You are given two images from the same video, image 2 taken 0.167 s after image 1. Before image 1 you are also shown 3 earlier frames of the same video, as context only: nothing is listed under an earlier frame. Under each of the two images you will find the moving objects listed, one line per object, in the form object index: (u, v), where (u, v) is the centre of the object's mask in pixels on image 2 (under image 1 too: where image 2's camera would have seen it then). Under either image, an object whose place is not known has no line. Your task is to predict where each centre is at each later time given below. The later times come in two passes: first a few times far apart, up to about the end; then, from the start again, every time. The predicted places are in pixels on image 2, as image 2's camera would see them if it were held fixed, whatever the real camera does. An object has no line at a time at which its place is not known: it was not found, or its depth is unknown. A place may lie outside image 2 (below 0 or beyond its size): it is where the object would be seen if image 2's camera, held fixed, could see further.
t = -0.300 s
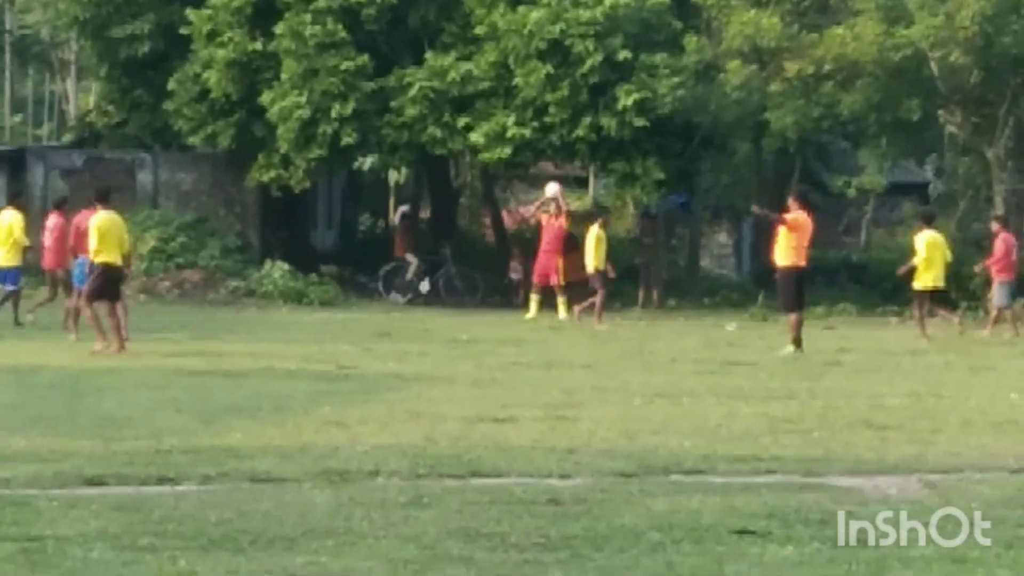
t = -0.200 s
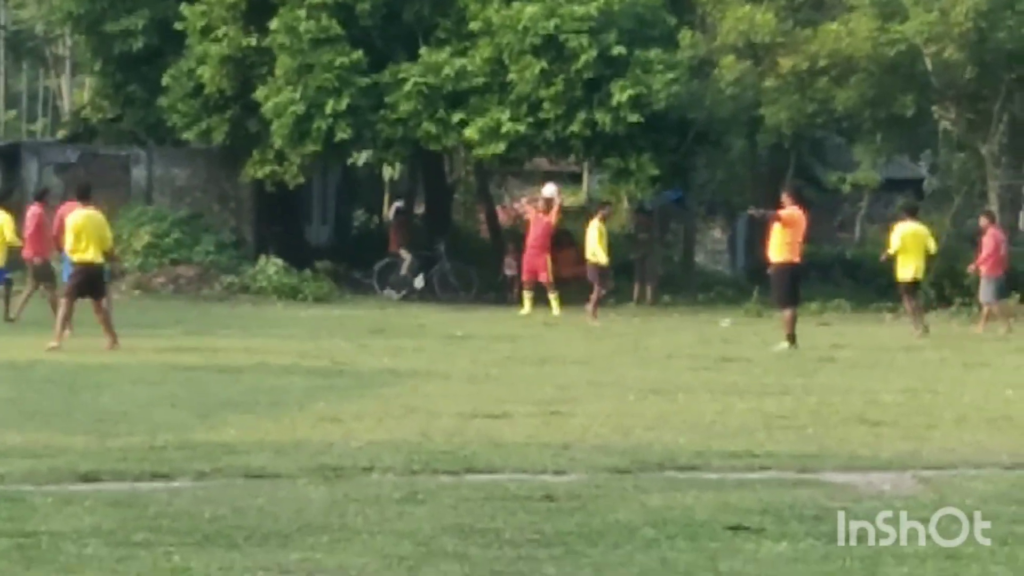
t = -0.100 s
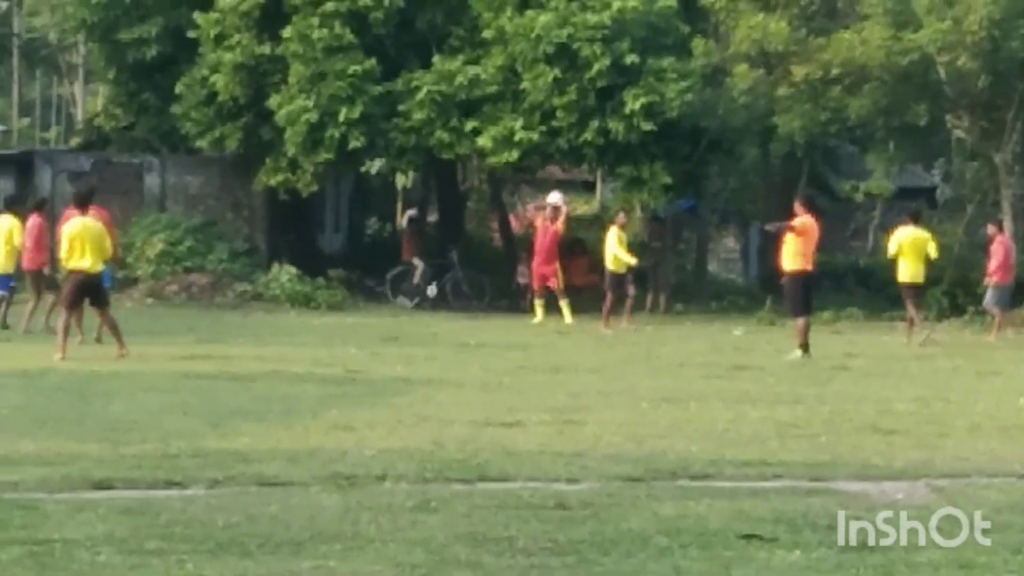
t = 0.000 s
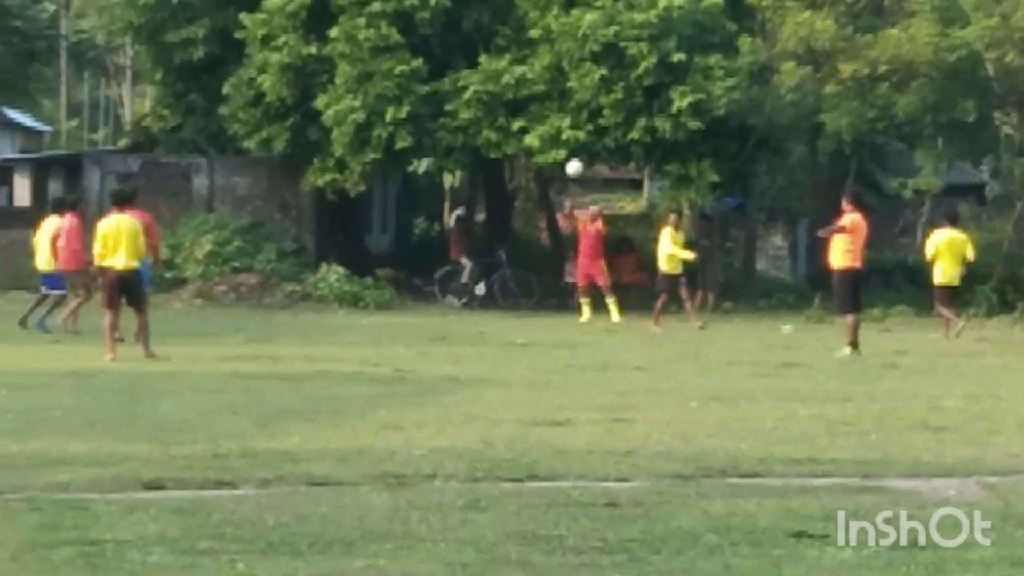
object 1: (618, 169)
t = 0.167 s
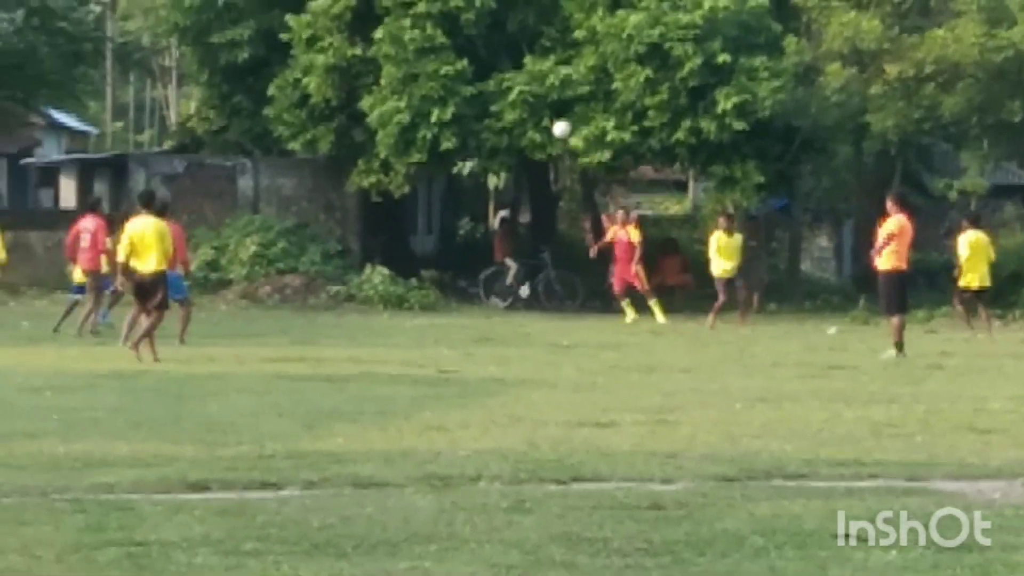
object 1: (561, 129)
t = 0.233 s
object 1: (538, 118)
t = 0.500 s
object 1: (438, 110)
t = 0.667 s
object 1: (373, 134)
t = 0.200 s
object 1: (549, 123)
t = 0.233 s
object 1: (538, 118)
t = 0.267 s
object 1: (525, 114)
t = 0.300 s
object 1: (513, 111)
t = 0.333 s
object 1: (500, 108)
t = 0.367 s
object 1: (488, 106)
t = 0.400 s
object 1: (475, 106)
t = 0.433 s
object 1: (463, 106)
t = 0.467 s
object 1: (451, 107)
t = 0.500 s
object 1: (438, 110)
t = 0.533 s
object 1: (425, 112)
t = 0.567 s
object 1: (412, 116)
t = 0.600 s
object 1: (400, 121)
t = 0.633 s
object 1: (387, 126)
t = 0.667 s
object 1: (373, 134)
